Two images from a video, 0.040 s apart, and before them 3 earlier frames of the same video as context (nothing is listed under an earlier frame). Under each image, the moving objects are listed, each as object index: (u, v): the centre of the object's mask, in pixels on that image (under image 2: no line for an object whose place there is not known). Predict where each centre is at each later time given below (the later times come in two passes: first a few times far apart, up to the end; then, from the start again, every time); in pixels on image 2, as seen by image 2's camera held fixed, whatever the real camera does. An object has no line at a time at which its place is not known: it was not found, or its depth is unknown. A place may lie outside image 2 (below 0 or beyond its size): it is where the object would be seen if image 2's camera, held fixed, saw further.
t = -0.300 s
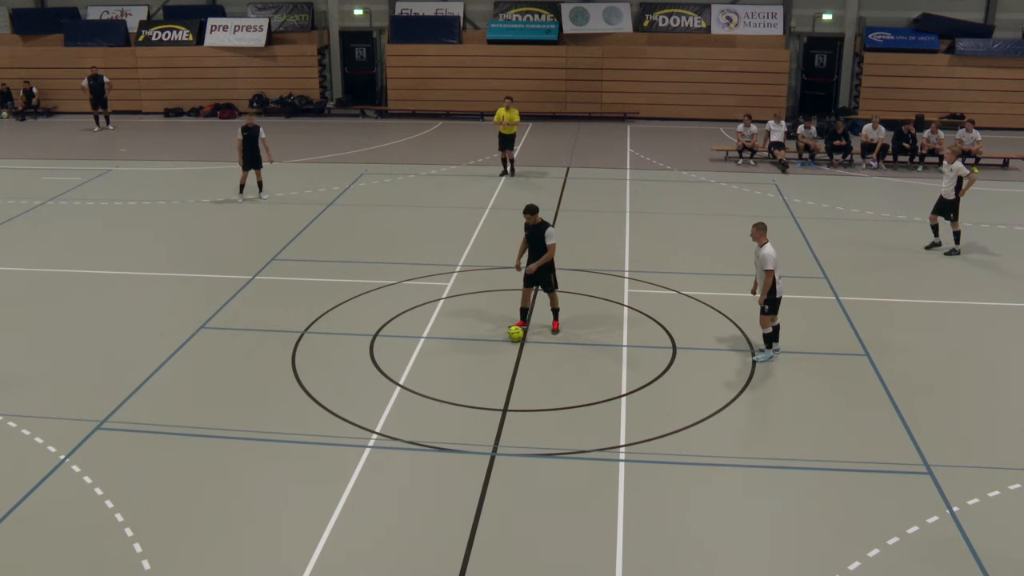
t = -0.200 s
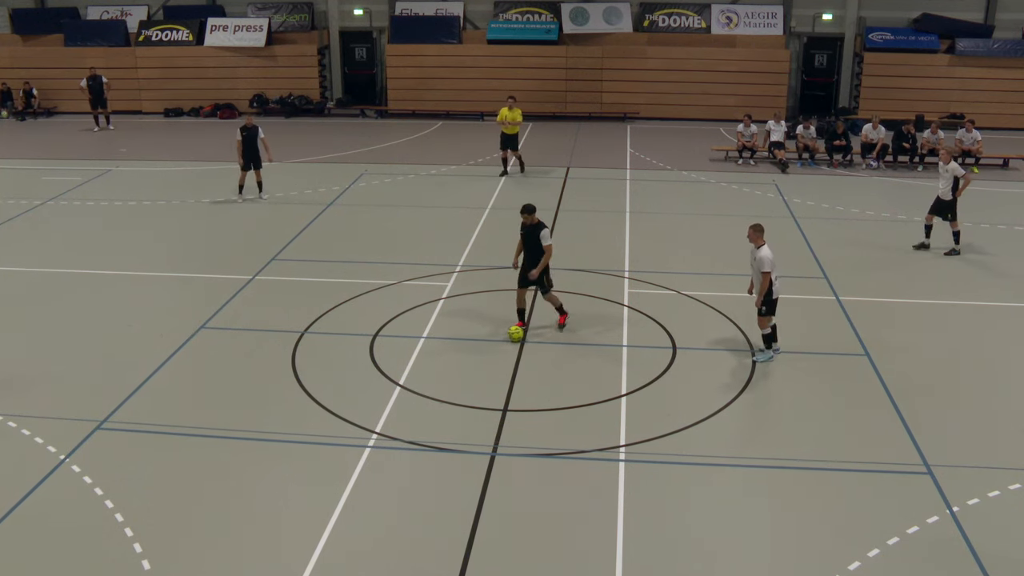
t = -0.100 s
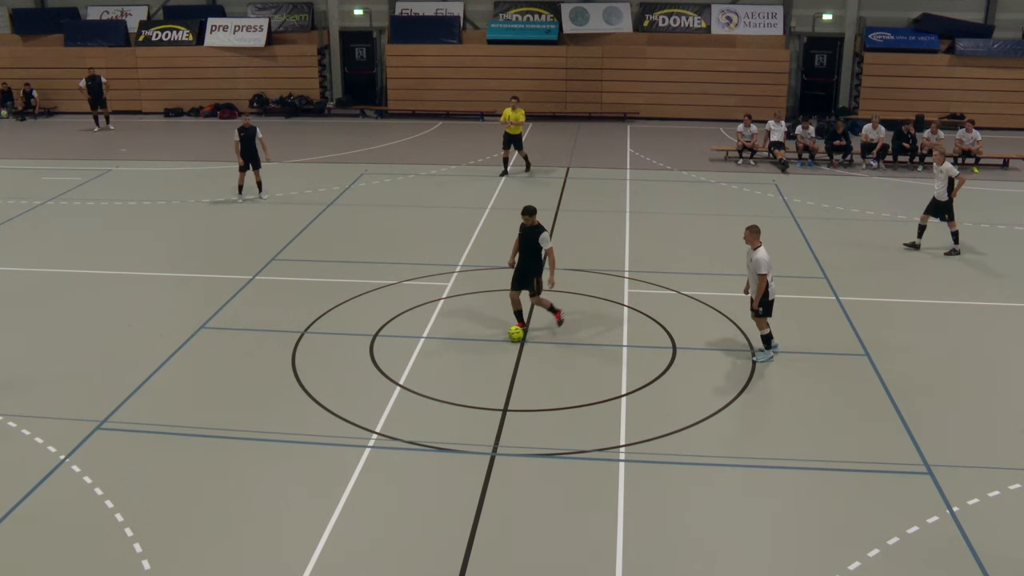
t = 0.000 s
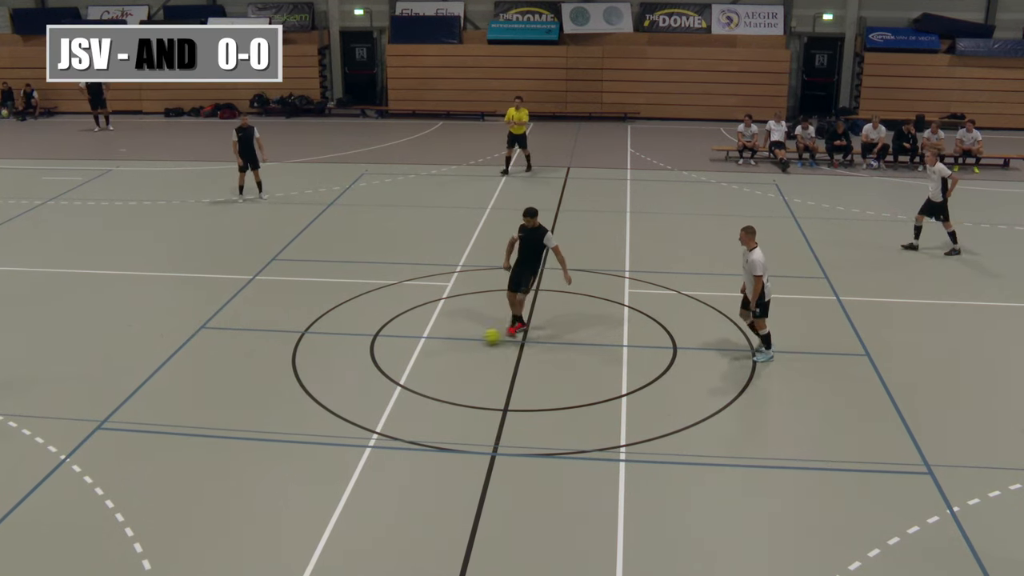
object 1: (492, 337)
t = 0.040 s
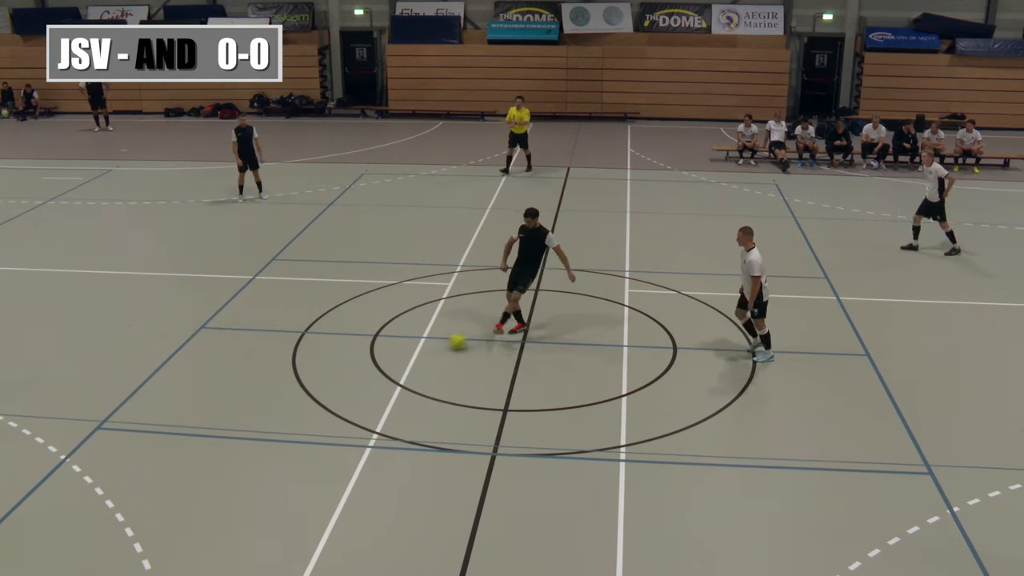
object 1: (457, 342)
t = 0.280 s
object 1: (259, 369)
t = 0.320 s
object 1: (228, 373)
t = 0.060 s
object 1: (441, 344)
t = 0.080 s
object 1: (424, 347)
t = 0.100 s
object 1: (407, 349)
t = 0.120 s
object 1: (390, 351)
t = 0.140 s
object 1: (373, 353)
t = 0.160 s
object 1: (356, 356)
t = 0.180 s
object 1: (339, 358)
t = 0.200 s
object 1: (323, 360)
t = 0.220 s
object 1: (307, 362)
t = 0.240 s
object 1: (290, 364)
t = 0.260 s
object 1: (275, 367)
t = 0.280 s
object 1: (259, 369)
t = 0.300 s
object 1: (244, 371)
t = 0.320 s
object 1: (228, 373)
